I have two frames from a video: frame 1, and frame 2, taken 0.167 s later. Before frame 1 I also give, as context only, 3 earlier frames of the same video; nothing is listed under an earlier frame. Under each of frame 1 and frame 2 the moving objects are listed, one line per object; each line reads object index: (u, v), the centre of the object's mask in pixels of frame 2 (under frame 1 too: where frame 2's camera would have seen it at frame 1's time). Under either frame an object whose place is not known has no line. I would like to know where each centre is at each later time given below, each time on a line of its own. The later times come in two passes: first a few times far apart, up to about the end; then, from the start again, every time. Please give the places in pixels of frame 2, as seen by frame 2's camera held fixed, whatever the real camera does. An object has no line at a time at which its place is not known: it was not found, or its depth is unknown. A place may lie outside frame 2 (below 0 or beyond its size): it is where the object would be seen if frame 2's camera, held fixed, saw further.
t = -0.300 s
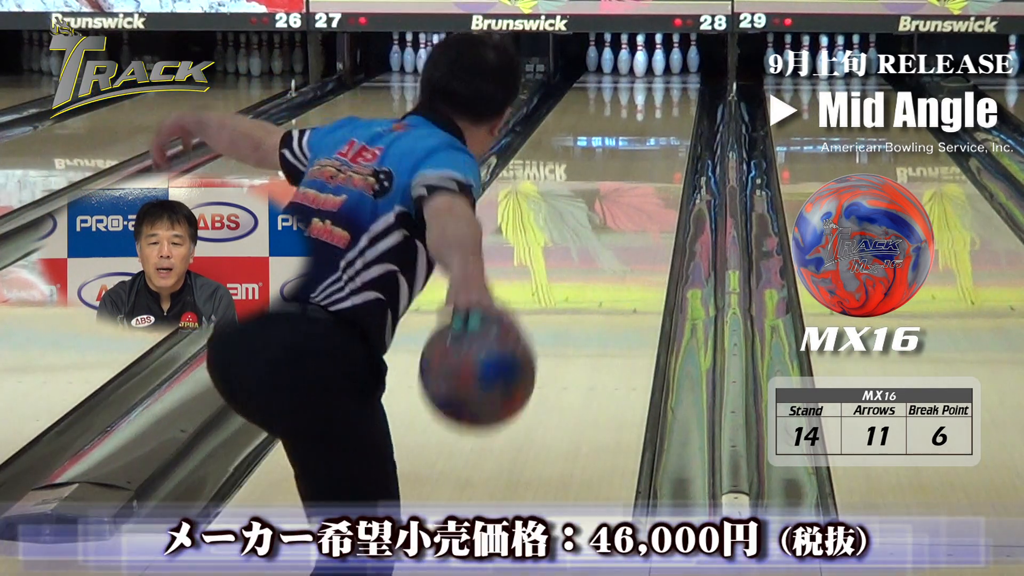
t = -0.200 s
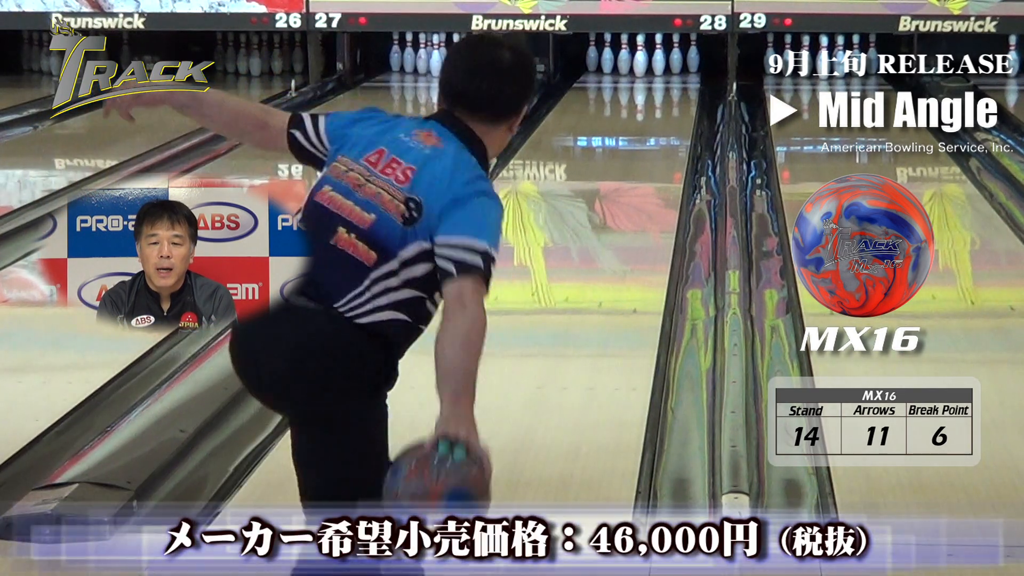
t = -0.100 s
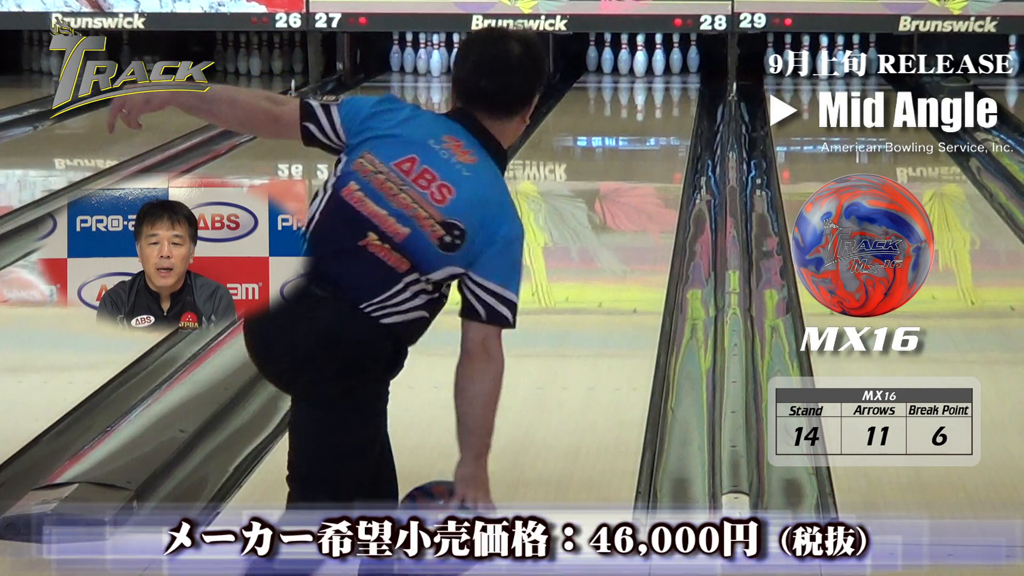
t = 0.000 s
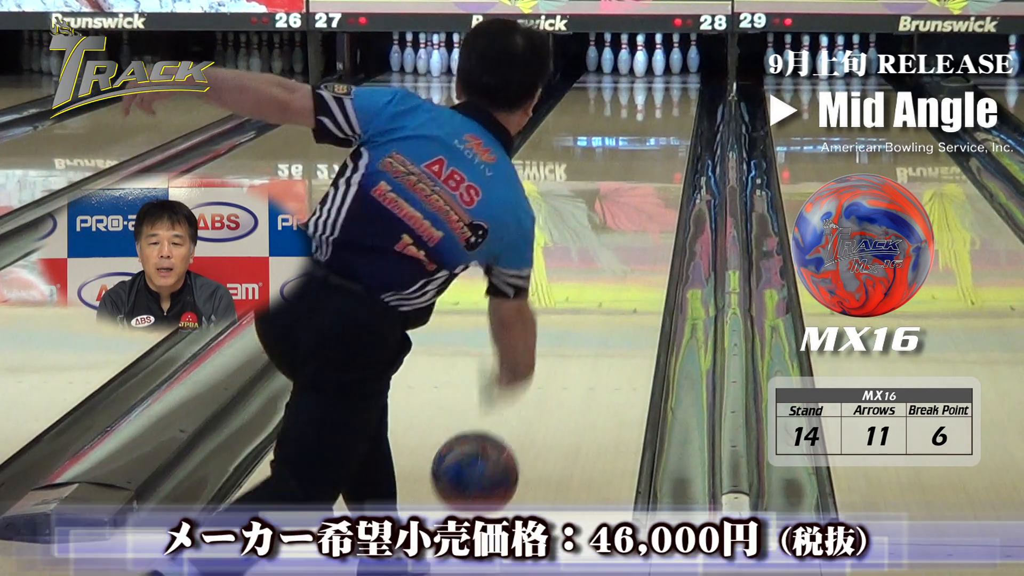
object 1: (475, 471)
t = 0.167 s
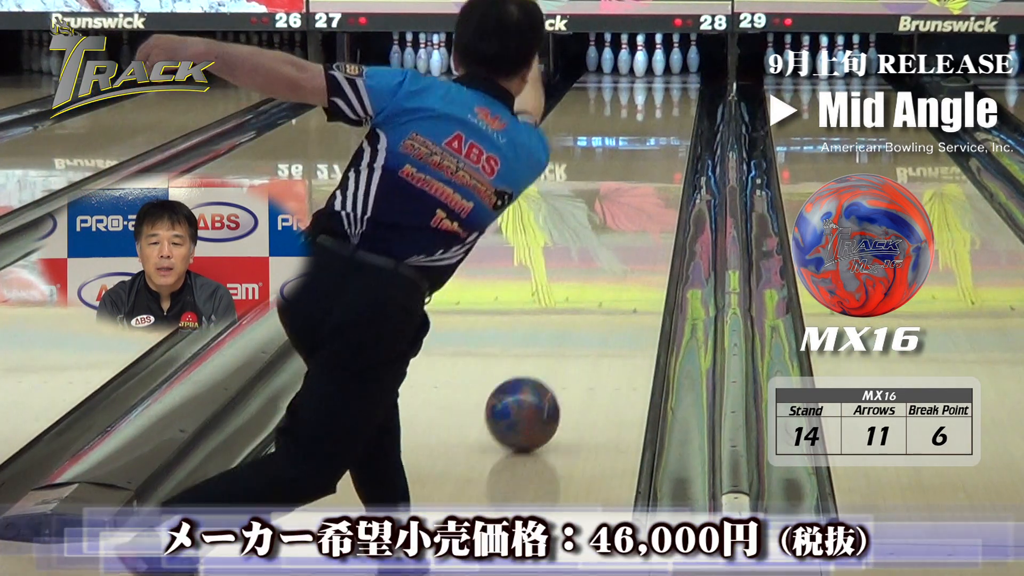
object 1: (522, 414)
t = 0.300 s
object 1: (551, 360)
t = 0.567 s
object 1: (593, 282)
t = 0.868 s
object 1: (624, 221)
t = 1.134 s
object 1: (642, 181)
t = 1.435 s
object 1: (656, 147)
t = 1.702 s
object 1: (663, 123)
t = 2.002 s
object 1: (667, 100)
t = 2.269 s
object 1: (664, 85)
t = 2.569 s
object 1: (655, 71)
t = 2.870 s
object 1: (655, 62)
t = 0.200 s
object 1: (530, 400)
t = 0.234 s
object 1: (538, 386)
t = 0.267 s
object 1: (545, 372)
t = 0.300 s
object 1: (551, 360)
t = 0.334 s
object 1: (557, 349)
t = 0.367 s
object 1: (563, 338)
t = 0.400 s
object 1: (569, 327)
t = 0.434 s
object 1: (574, 317)
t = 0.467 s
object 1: (579, 308)
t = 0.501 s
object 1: (584, 299)
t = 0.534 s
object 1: (589, 290)
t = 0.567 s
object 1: (593, 282)
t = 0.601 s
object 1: (597, 274)
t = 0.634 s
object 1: (601, 266)
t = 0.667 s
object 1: (605, 259)
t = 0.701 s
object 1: (608, 252)
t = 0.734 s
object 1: (612, 245)
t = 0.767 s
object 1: (615, 239)
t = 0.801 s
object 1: (618, 233)
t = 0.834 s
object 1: (621, 227)
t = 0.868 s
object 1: (624, 221)
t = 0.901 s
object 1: (626, 215)
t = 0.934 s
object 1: (629, 209)
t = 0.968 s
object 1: (631, 204)
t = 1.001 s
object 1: (634, 199)
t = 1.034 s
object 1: (636, 195)
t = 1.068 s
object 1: (638, 190)
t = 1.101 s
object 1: (640, 185)
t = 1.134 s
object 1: (642, 181)
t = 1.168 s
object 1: (644, 176)
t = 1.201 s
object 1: (646, 172)
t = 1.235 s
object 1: (648, 168)
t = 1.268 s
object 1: (649, 164)
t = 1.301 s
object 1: (651, 160)
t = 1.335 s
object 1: (652, 157)
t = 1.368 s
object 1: (654, 153)
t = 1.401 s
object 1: (655, 150)
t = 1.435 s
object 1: (656, 147)
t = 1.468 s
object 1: (657, 143)
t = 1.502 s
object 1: (658, 140)
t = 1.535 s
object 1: (659, 137)
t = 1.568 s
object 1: (660, 134)
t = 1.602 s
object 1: (661, 131)
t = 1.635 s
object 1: (662, 128)
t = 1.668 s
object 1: (662, 125)
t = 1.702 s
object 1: (663, 123)
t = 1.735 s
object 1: (664, 120)
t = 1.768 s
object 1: (664, 117)
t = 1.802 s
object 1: (665, 115)
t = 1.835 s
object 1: (666, 112)
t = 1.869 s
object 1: (666, 110)
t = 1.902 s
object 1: (666, 107)
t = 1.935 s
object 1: (666, 105)
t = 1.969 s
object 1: (666, 102)
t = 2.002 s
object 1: (667, 100)
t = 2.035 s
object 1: (666, 99)
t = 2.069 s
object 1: (667, 96)
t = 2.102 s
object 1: (666, 95)
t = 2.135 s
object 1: (666, 93)
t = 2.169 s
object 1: (665, 91)
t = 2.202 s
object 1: (665, 89)
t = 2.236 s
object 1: (665, 88)
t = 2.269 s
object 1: (664, 85)
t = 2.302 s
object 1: (663, 84)
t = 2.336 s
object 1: (662, 82)
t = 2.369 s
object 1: (661, 81)
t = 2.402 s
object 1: (661, 79)
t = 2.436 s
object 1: (660, 77)
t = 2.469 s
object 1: (659, 76)
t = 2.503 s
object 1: (658, 74)
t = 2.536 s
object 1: (657, 73)
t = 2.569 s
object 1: (655, 71)
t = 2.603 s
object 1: (654, 70)
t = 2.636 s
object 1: (653, 68)
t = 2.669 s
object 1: (652, 67)
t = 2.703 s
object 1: (652, 66)
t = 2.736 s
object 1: (653, 65)
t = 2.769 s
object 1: (653, 64)
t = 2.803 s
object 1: (653, 63)
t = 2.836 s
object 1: (654, 63)
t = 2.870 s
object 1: (655, 62)
